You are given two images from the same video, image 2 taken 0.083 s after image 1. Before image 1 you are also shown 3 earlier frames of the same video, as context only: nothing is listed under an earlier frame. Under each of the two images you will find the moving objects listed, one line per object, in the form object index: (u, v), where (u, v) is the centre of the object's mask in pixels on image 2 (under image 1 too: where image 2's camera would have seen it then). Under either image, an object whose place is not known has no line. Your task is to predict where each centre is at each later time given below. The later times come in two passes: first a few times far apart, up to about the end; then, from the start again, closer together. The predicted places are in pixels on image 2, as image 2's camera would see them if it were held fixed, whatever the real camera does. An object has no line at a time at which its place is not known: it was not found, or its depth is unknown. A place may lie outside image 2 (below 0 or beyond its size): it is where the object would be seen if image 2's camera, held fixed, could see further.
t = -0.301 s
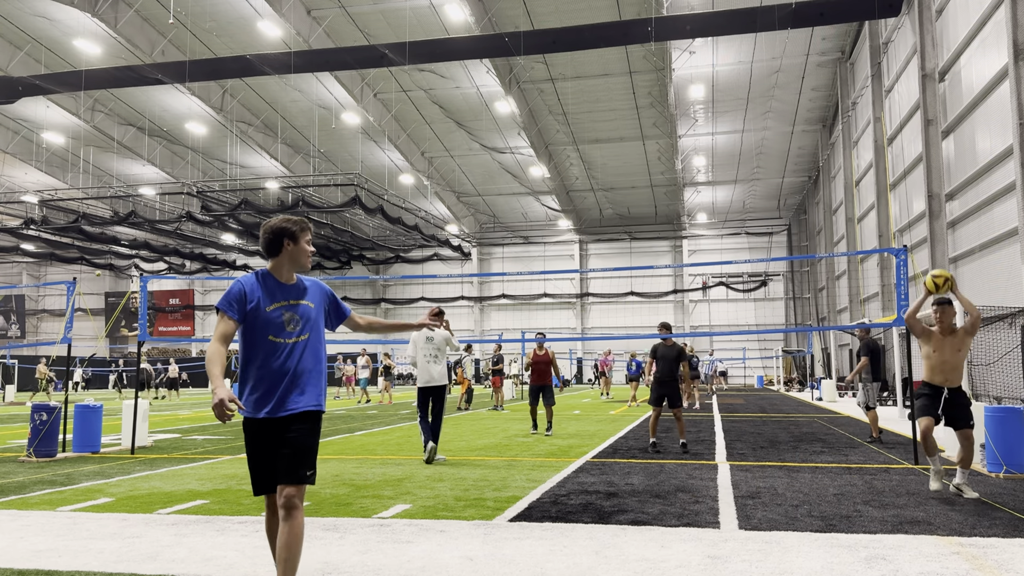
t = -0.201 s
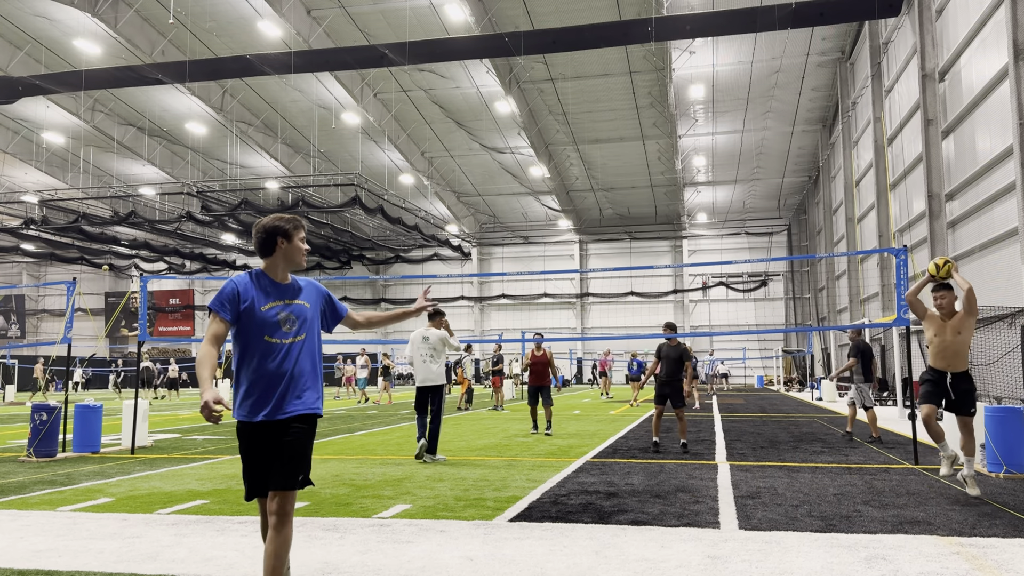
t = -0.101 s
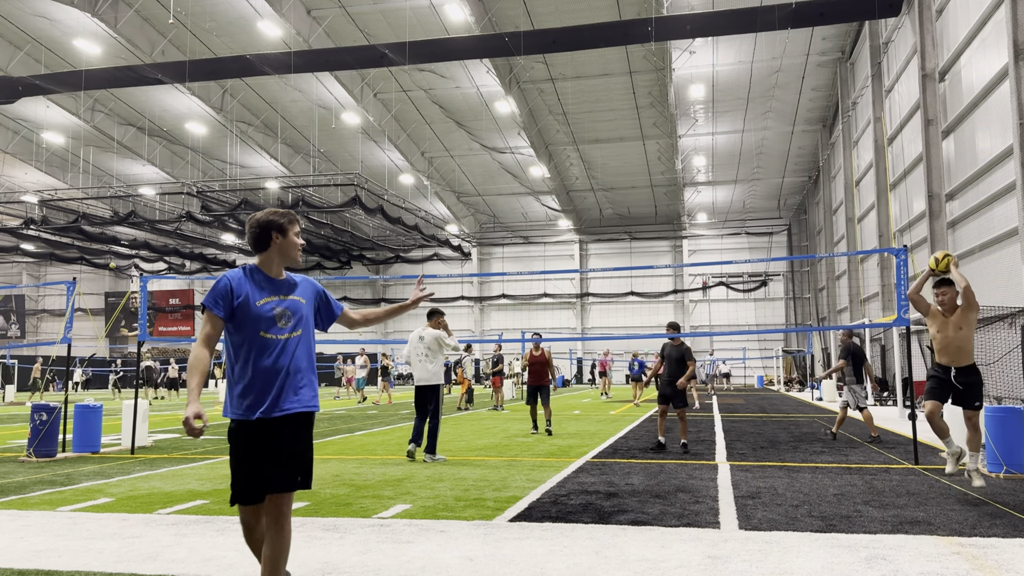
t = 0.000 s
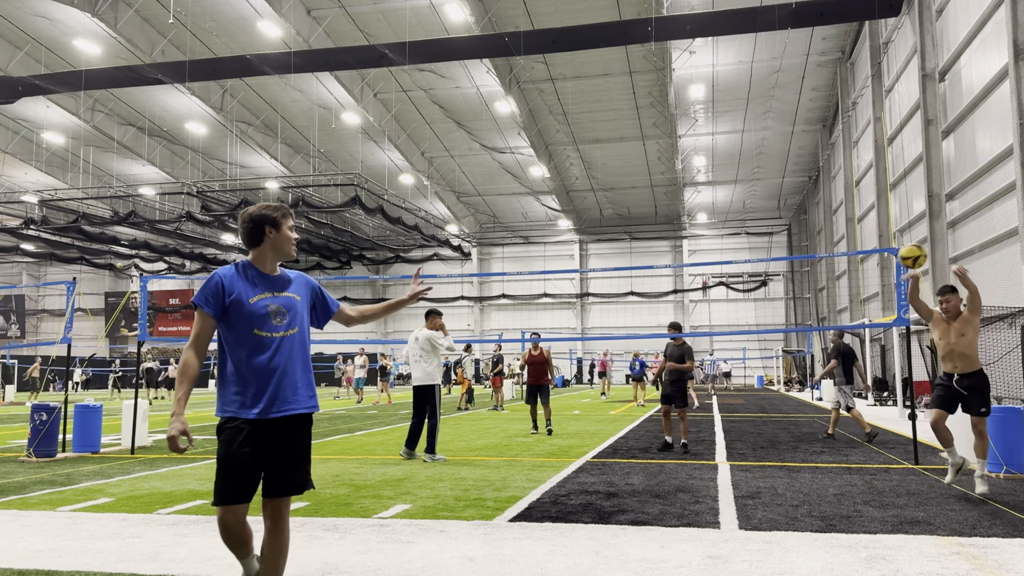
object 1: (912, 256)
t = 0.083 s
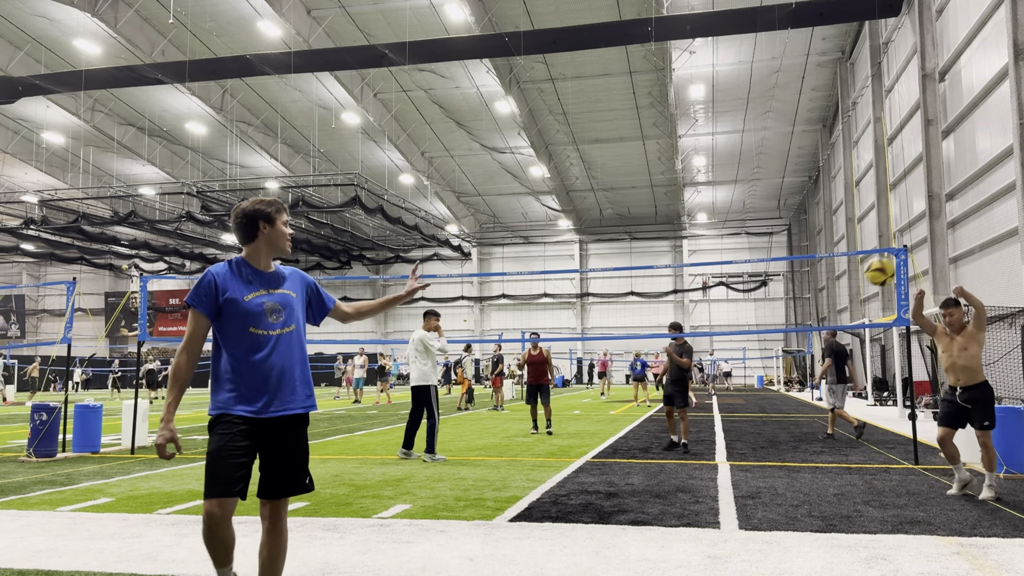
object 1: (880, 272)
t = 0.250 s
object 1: (799, 342)
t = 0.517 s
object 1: (624, 554)
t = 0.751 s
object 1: (506, 395)
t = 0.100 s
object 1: (872, 276)
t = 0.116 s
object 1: (865, 282)
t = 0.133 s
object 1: (858, 287)
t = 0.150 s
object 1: (849, 293)
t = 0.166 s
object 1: (842, 299)
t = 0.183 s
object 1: (833, 308)
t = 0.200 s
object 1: (826, 314)
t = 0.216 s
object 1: (817, 323)
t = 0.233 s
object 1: (808, 332)
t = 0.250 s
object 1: (799, 342)
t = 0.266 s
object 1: (790, 352)
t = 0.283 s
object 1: (780, 364)
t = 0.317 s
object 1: (759, 392)
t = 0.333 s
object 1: (748, 405)
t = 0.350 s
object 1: (738, 419)
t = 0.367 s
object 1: (727, 435)
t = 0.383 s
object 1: (715, 452)
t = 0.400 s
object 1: (702, 472)
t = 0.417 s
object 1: (691, 490)
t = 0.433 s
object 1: (678, 509)
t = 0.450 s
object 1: (667, 530)
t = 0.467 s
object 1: (653, 557)
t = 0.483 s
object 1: (639, 568)
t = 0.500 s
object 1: (632, 563)
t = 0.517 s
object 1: (624, 554)
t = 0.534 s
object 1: (616, 538)
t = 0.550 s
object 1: (608, 525)
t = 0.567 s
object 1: (601, 511)
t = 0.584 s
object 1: (593, 500)
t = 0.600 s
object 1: (586, 489)
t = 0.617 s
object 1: (577, 477)
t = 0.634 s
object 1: (568, 463)
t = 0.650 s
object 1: (560, 453)
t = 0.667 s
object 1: (552, 443)
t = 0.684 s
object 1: (543, 432)
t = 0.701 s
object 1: (534, 422)
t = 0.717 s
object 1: (525, 414)
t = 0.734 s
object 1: (515, 403)
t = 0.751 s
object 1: (506, 395)
